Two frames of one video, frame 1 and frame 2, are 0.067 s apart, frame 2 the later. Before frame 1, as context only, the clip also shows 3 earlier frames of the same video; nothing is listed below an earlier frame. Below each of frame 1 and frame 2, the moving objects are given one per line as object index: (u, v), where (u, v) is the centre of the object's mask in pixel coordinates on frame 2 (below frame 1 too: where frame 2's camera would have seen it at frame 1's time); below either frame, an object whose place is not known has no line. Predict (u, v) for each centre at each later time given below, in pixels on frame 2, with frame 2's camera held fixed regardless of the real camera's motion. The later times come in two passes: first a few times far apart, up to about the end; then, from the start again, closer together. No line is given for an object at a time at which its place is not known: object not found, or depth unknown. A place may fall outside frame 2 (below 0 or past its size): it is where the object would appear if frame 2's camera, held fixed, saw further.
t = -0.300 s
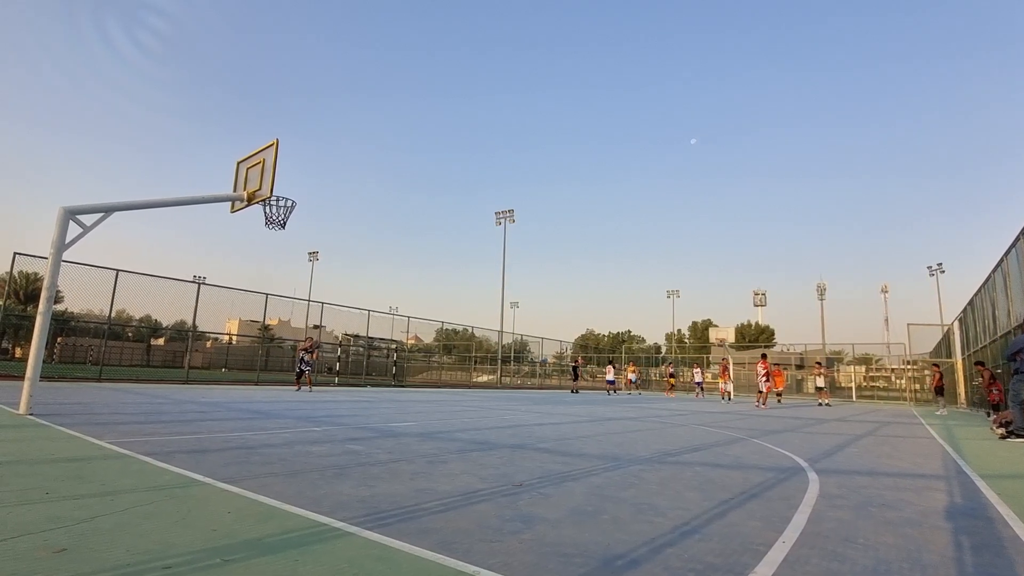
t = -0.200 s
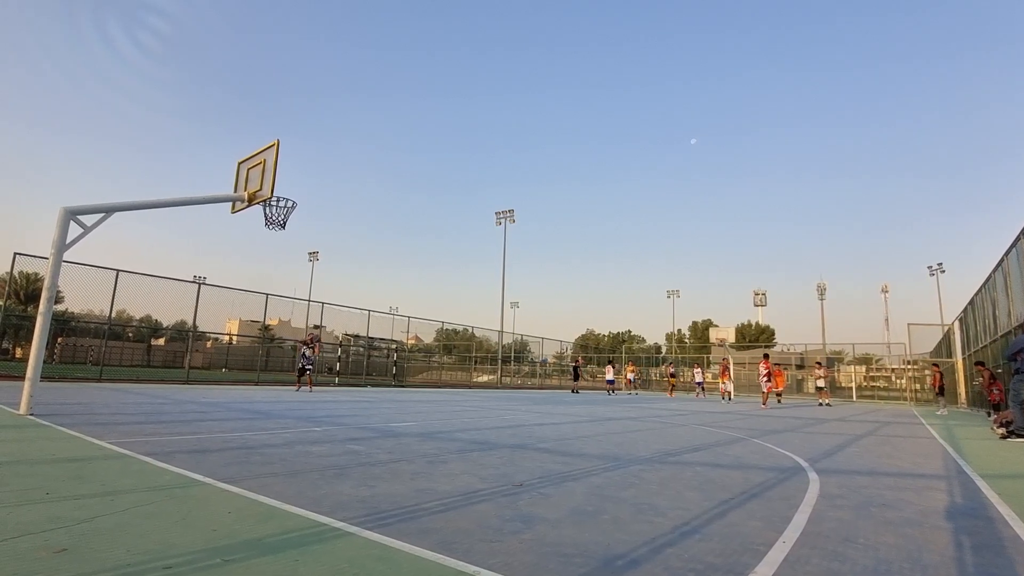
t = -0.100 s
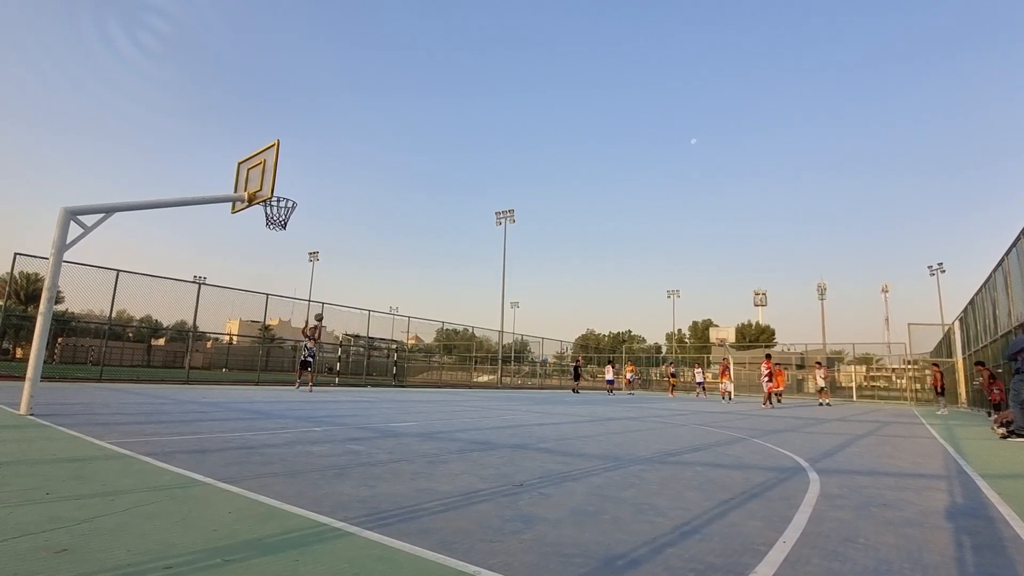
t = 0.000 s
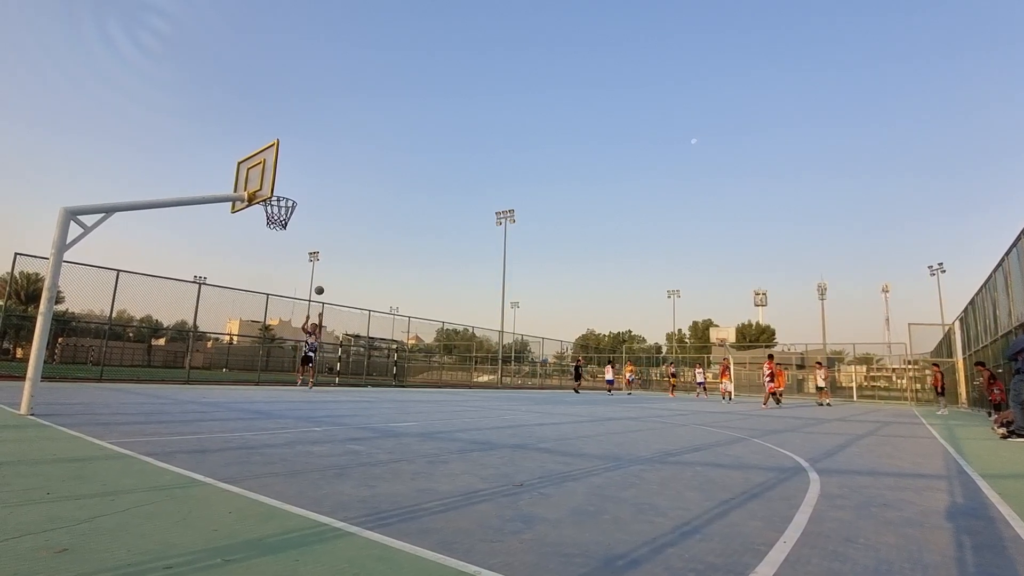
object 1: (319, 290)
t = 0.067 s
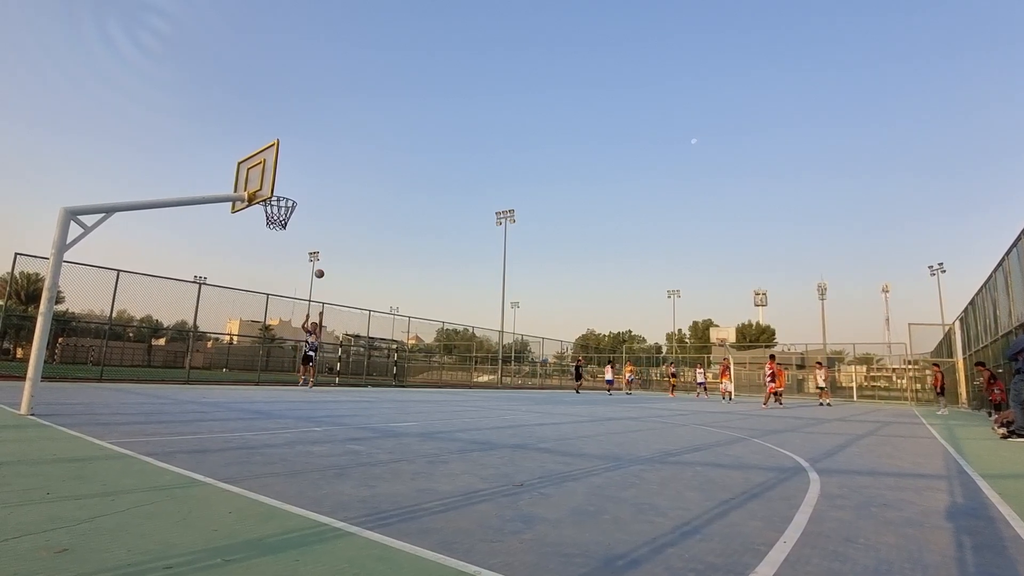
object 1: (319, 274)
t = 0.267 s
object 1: (318, 229)
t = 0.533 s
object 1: (314, 187)
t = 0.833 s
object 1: (302, 170)
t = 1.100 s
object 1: (281, 197)
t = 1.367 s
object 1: (269, 280)
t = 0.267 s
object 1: (318, 229)
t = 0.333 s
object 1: (317, 217)
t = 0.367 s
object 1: (317, 211)
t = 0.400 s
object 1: (316, 206)
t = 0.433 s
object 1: (316, 201)
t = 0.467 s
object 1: (315, 196)
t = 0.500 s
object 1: (314, 192)
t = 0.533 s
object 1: (314, 187)
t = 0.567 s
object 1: (313, 184)
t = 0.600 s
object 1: (311, 180)
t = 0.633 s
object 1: (311, 178)
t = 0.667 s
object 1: (309, 175)
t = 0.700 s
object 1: (308, 173)
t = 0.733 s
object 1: (307, 172)
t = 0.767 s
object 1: (305, 171)
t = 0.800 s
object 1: (303, 170)
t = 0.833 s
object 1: (302, 170)
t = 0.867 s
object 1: (300, 171)
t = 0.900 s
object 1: (298, 173)
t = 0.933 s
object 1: (295, 175)
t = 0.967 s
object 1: (293, 177)
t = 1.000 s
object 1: (290, 181)
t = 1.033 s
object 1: (287, 185)
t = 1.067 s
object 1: (284, 191)
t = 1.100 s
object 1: (281, 197)
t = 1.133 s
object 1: (278, 204)
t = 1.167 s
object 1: (276, 214)
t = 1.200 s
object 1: (275, 223)
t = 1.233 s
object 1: (274, 234)
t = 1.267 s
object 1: (273, 244)
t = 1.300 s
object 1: (272, 256)
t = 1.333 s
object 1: (270, 268)
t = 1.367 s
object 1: (269, 280)
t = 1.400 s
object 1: (267, 294)
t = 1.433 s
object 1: (266, 308)
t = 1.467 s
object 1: (264, 323)
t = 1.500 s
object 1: (263, 337)
